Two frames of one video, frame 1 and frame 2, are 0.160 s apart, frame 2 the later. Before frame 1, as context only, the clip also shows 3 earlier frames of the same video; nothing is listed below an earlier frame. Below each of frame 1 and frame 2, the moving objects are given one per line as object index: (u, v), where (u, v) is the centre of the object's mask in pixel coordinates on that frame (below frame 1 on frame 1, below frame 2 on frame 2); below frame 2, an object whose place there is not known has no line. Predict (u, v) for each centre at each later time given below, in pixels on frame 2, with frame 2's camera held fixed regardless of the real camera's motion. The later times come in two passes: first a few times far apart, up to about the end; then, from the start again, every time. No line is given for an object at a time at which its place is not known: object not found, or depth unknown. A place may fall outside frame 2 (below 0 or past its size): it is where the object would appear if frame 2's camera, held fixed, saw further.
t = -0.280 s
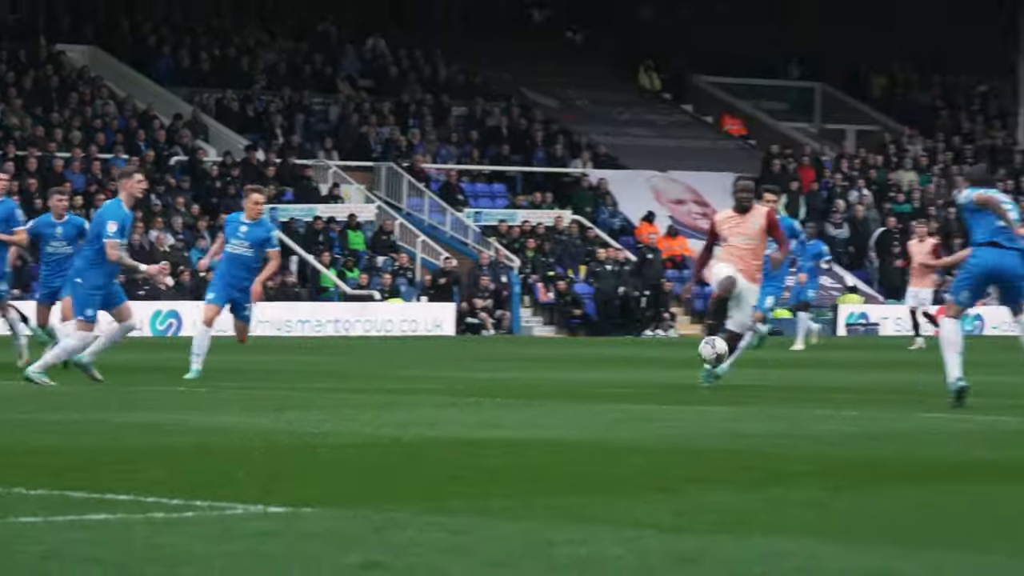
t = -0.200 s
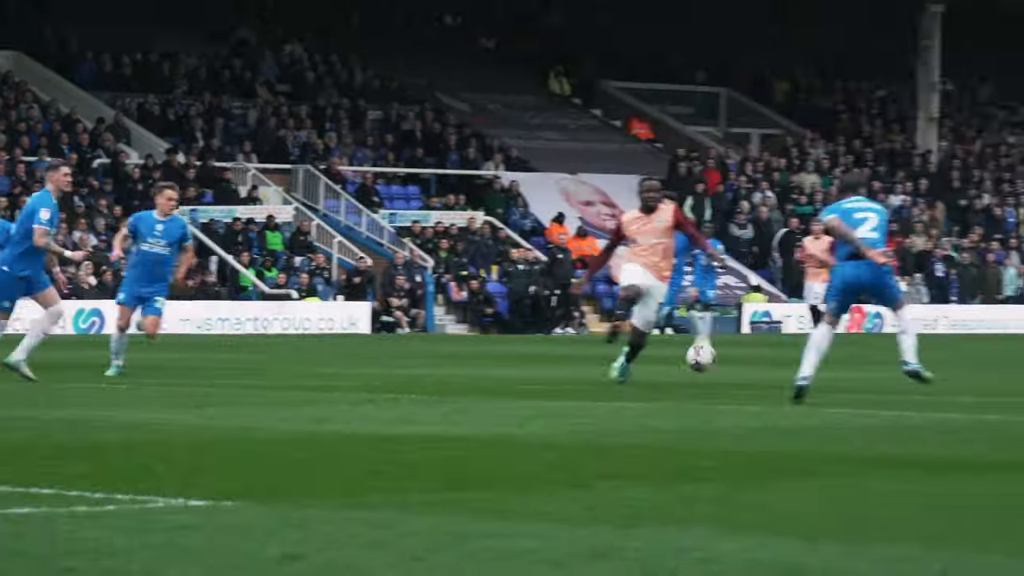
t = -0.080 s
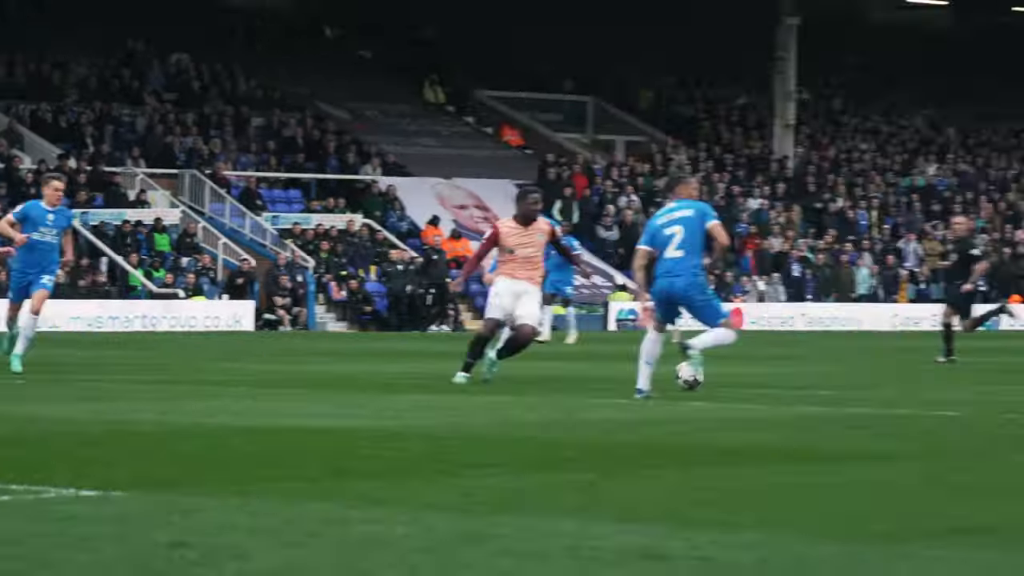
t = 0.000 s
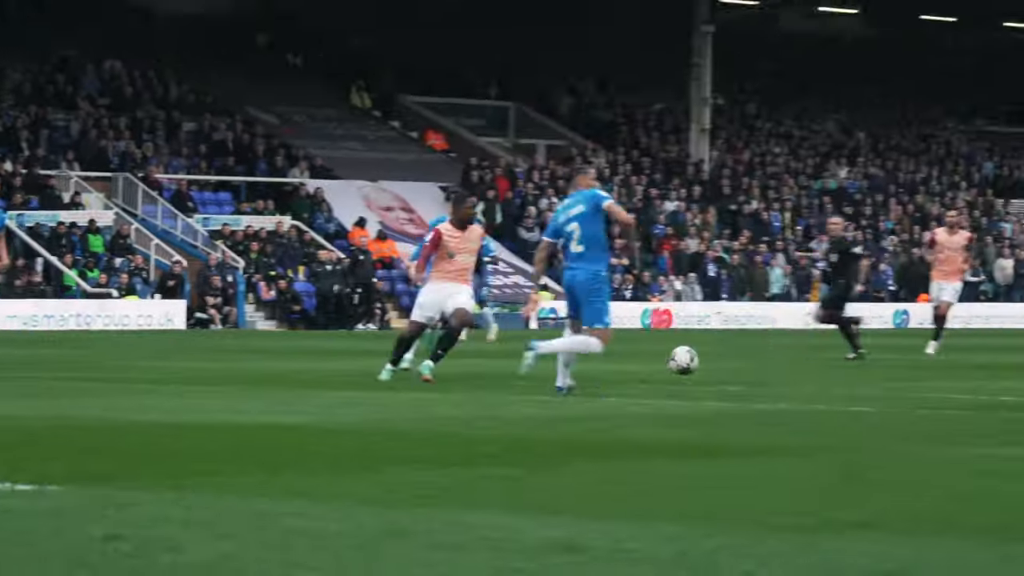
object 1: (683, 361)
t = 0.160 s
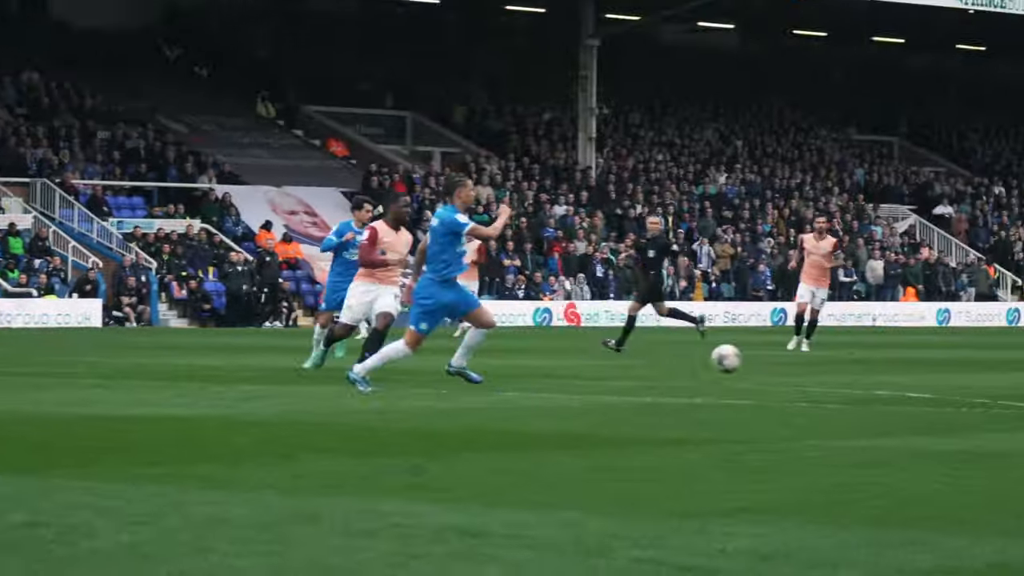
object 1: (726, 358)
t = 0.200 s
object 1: (767, 364)
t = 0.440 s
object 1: (1007, 378)
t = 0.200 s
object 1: (767, 364)
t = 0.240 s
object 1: (807, 373)
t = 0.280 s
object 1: (848, 379)
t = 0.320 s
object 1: (887, 376)
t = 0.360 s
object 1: (926, 374)
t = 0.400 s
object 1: (966, 375)
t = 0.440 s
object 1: (1007, 378)
